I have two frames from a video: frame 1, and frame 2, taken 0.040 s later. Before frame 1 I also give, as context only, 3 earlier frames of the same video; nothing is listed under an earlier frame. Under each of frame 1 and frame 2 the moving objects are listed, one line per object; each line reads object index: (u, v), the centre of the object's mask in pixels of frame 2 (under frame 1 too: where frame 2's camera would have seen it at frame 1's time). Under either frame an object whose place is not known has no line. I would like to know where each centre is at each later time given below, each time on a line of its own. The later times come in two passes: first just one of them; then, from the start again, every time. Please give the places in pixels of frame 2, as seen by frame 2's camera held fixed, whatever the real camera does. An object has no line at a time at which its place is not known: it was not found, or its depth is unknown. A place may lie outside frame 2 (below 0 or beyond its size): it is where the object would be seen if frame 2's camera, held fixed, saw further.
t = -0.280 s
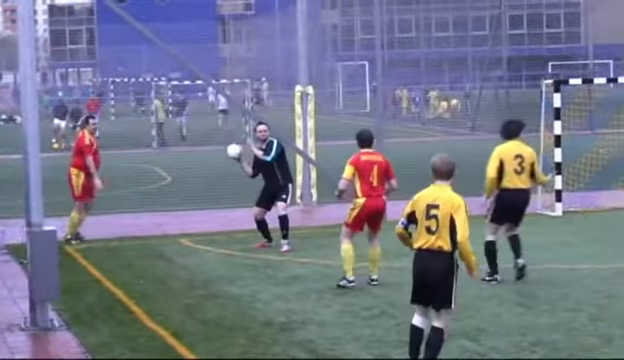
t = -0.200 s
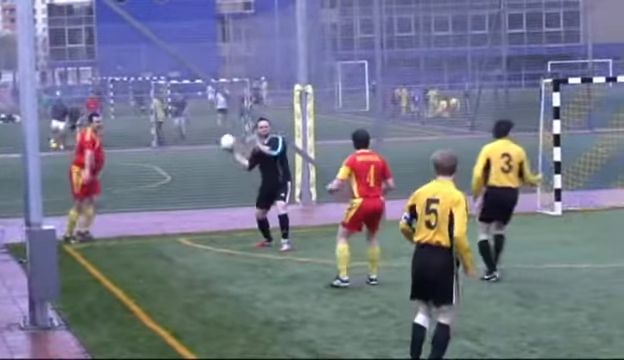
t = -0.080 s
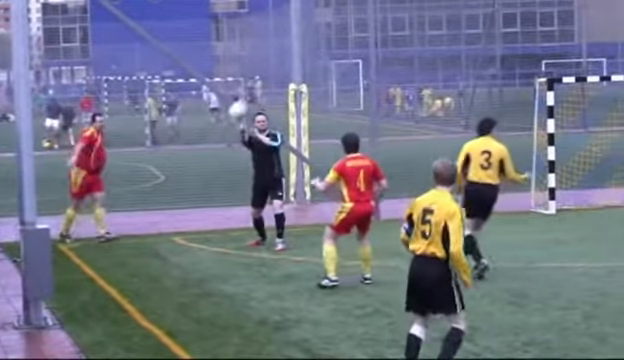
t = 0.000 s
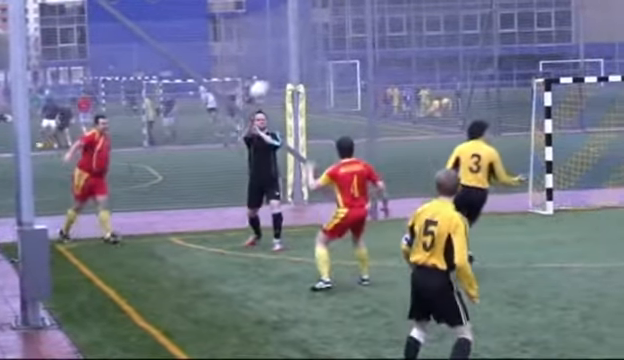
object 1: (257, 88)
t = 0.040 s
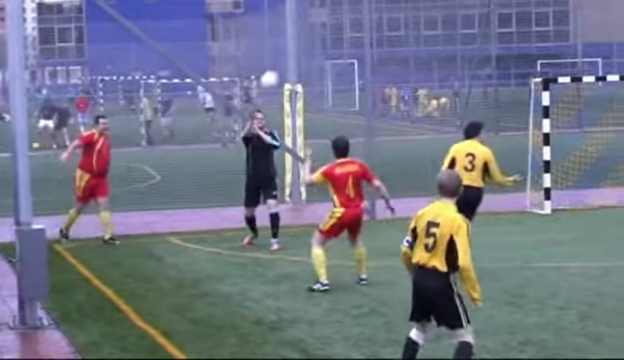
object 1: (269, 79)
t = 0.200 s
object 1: (322, 54)
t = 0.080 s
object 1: (281, 71)
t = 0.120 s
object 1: (295, 64)
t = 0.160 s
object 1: (309, 58)
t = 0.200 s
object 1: (322, 54)
